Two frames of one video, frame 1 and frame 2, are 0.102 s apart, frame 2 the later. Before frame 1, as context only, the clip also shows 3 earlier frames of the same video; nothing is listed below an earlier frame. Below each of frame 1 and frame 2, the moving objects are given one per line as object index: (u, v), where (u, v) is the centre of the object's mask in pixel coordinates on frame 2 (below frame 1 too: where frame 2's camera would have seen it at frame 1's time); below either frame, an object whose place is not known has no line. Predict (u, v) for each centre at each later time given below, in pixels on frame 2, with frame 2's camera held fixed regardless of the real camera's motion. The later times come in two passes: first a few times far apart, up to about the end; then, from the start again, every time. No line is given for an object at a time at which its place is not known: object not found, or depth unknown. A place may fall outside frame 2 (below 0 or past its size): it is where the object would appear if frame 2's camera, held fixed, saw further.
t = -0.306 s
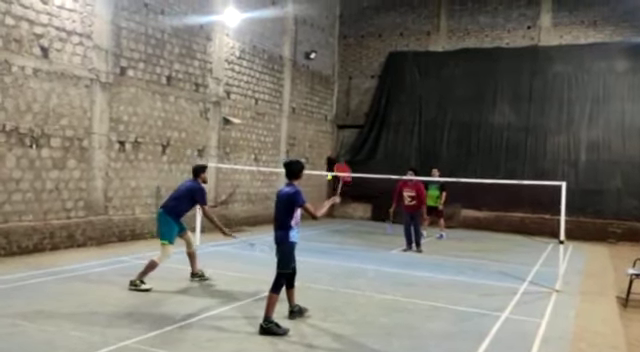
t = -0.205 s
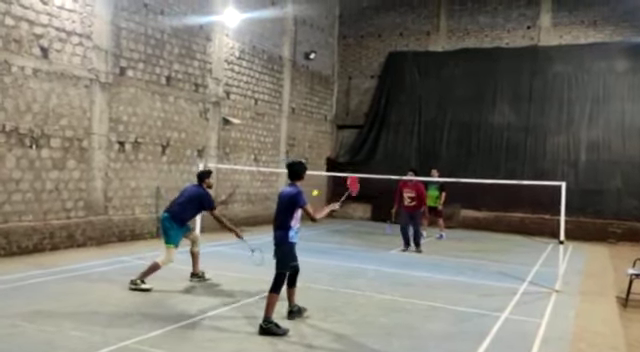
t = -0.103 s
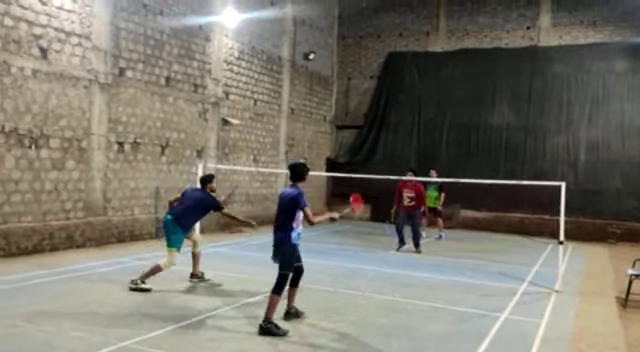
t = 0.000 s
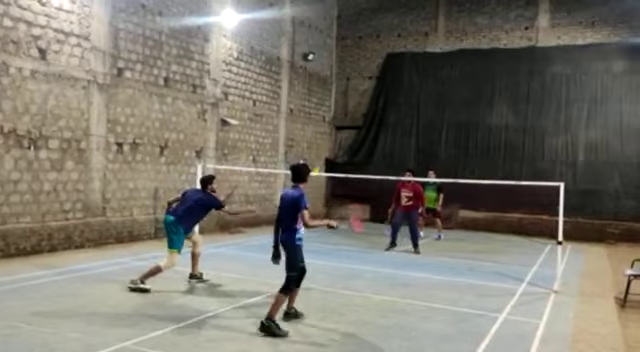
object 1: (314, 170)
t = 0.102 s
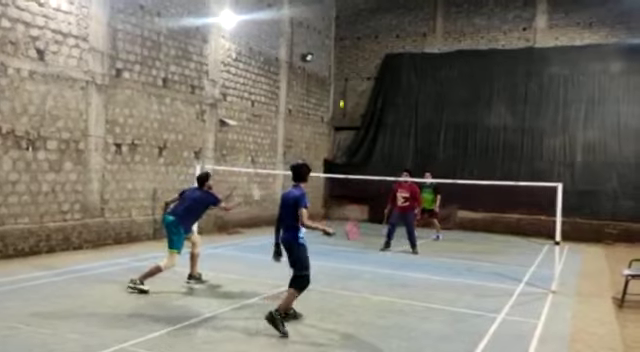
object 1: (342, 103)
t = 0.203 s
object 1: (356, 67)
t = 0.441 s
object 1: (376, 35)
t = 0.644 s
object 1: (386, 33)
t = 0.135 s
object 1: (347, 90)
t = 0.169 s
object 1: (351, 77)
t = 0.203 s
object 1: (356, 67)
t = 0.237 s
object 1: (360, 59)
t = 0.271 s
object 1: (364, 53)
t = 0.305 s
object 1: (367, 47)
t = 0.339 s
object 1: (369, 43)
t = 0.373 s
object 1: (372, 39)
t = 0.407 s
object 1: (374, 36)
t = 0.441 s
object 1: (376, 35)
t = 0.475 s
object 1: (377, 34)
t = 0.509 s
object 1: (380, 32)
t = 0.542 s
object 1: (381, 32)
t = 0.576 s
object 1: (383, 32)
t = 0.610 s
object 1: (385, 32)
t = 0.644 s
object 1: (386, 33)
